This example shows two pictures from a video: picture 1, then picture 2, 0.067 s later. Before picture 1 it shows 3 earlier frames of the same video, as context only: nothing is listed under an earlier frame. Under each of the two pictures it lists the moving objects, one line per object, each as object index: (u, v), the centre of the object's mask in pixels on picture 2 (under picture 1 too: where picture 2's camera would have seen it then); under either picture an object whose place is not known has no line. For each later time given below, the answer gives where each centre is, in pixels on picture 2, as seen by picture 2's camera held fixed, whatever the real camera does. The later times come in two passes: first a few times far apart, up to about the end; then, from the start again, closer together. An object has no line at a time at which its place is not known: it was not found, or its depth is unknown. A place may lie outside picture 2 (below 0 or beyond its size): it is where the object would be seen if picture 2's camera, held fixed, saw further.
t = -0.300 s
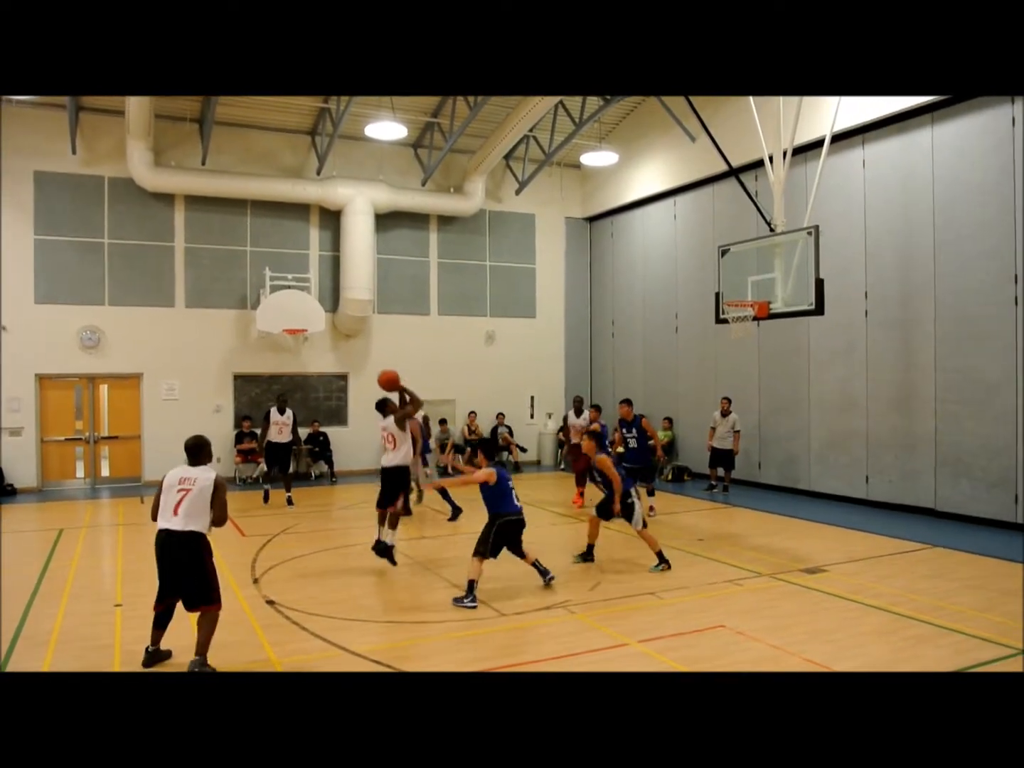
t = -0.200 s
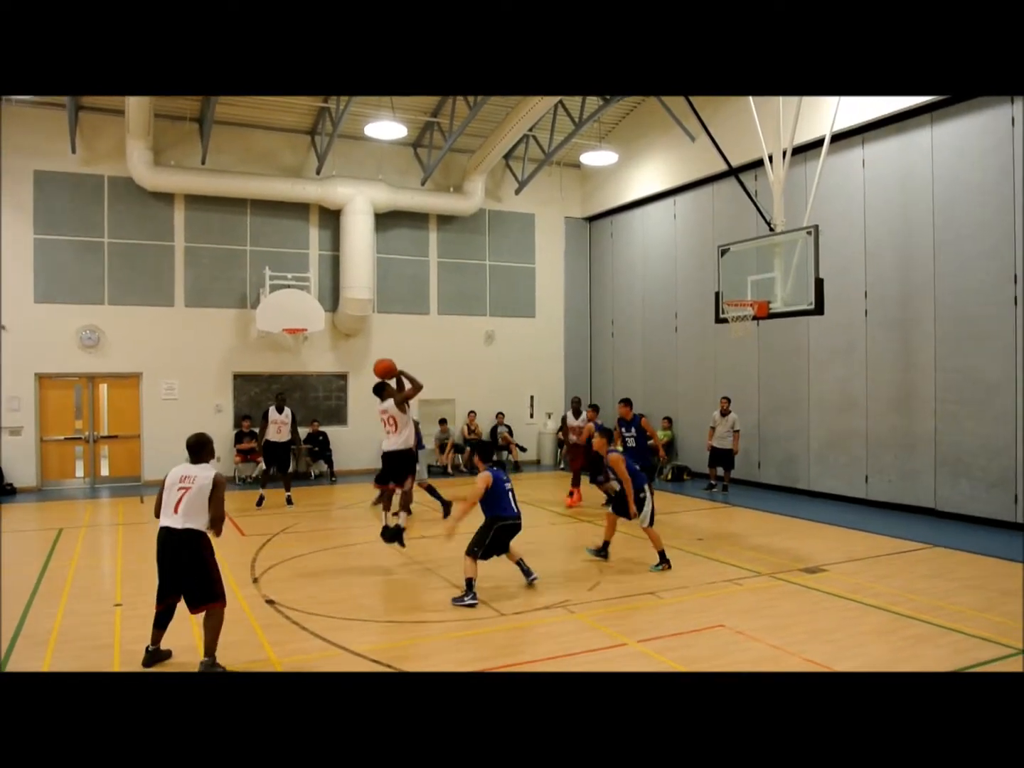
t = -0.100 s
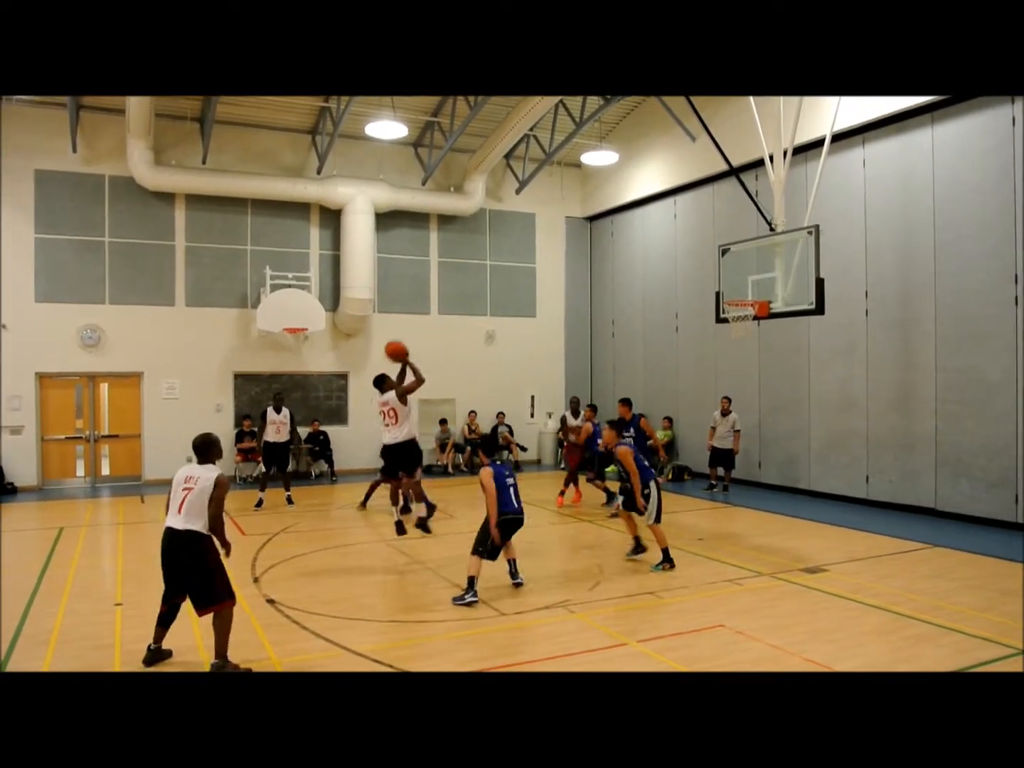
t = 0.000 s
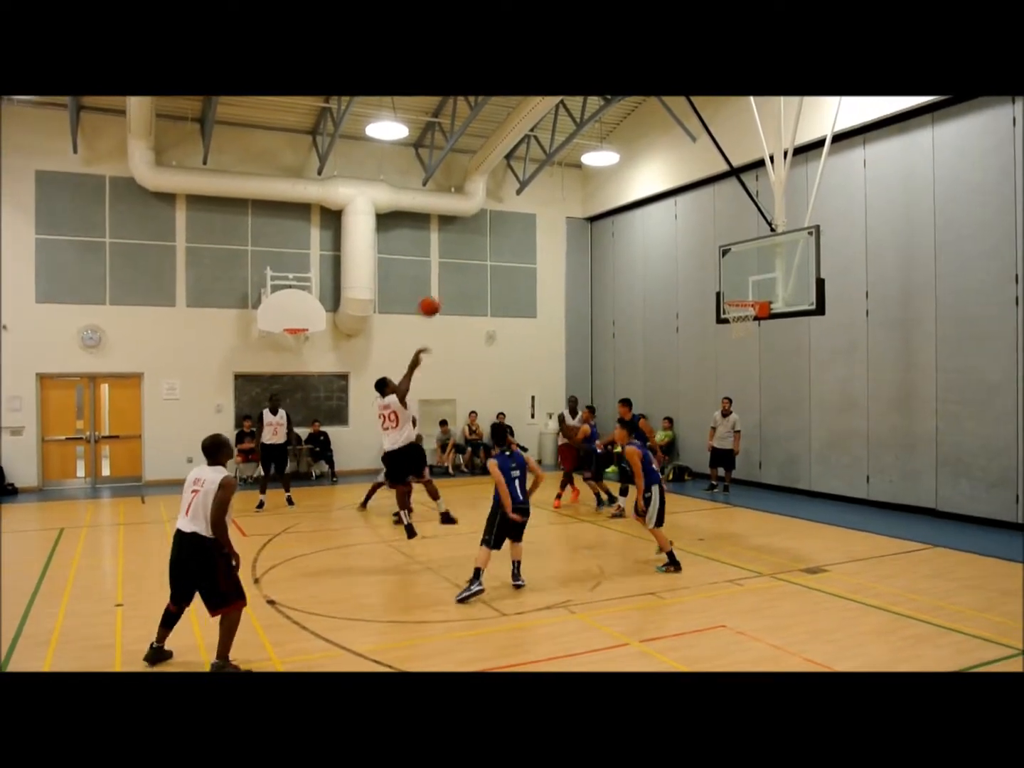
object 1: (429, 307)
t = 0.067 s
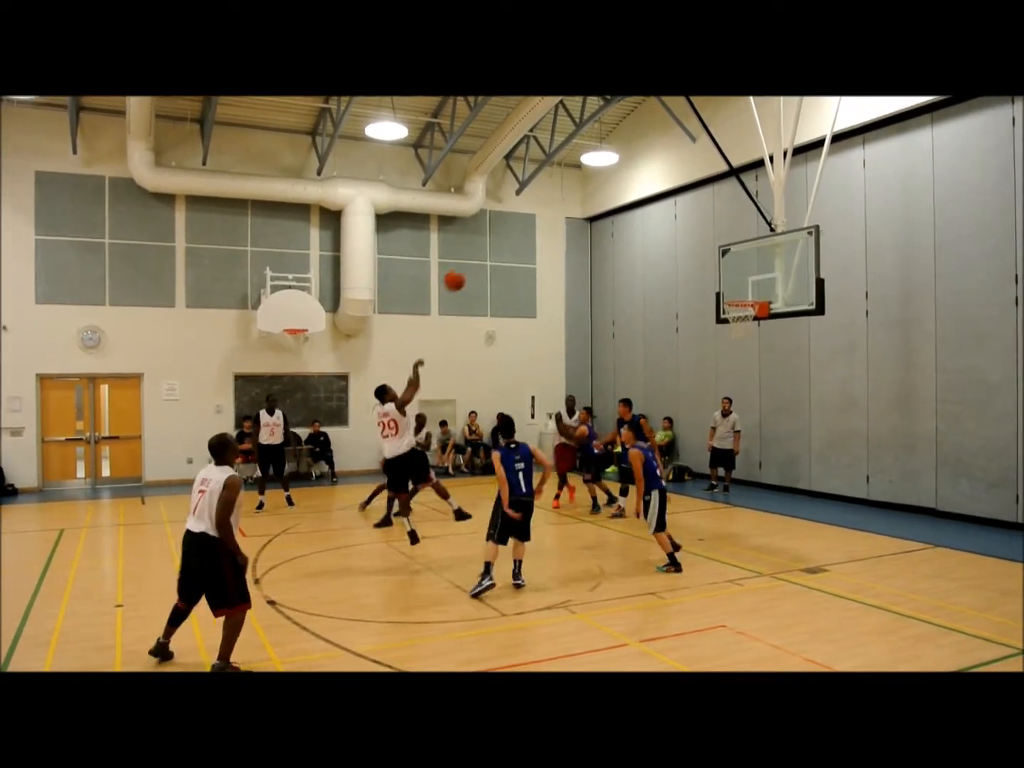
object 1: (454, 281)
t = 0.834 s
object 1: (702, 266)
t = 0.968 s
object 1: (737, 306)
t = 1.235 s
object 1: (756, 335)
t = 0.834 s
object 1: (702, 266)
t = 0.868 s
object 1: (711, 276)
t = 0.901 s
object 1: (721, 286)
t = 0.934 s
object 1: (729, 296)
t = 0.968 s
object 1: (737, 306)
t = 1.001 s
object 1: (747, 318)
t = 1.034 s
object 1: (751, 319)
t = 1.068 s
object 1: (755, 318)
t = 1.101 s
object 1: (755, 320)
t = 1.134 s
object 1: (755, 321)
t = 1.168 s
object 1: (755, 325)
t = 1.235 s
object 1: (756, 335)
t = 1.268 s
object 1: (757, 340)
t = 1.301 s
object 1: (757, 347)
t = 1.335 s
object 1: (757, 355)
